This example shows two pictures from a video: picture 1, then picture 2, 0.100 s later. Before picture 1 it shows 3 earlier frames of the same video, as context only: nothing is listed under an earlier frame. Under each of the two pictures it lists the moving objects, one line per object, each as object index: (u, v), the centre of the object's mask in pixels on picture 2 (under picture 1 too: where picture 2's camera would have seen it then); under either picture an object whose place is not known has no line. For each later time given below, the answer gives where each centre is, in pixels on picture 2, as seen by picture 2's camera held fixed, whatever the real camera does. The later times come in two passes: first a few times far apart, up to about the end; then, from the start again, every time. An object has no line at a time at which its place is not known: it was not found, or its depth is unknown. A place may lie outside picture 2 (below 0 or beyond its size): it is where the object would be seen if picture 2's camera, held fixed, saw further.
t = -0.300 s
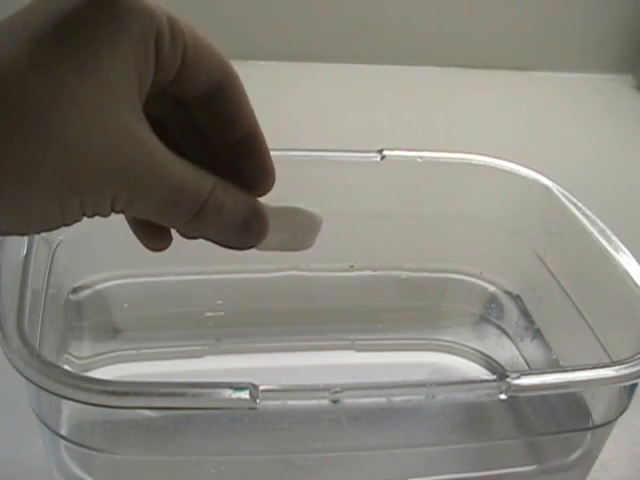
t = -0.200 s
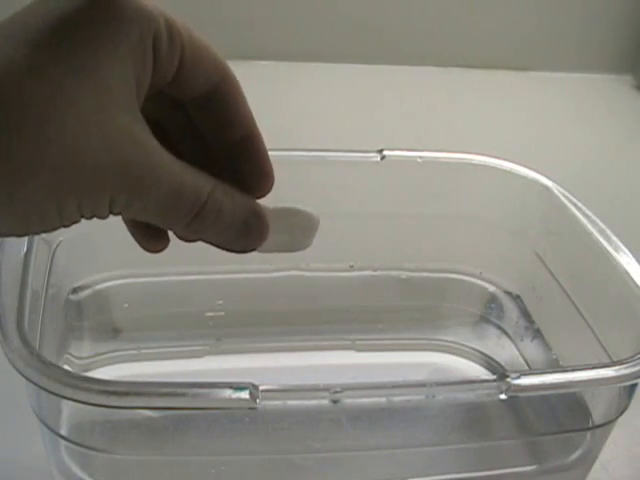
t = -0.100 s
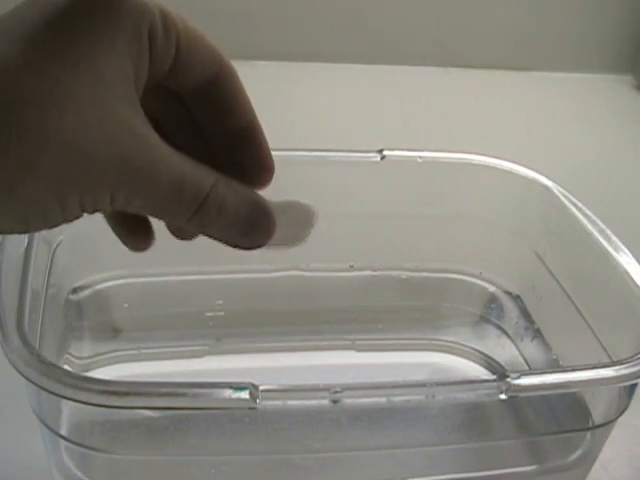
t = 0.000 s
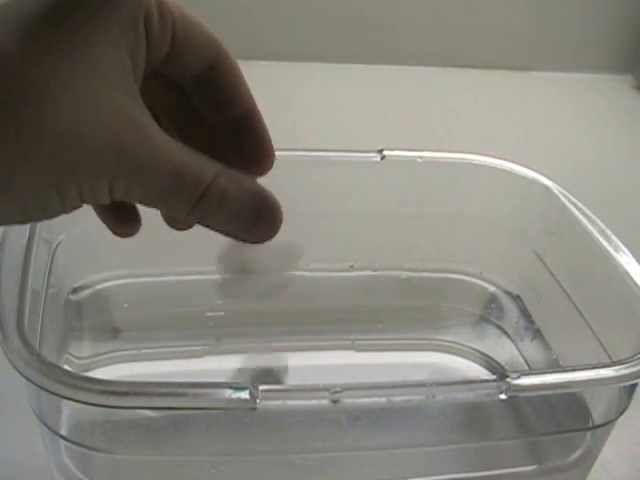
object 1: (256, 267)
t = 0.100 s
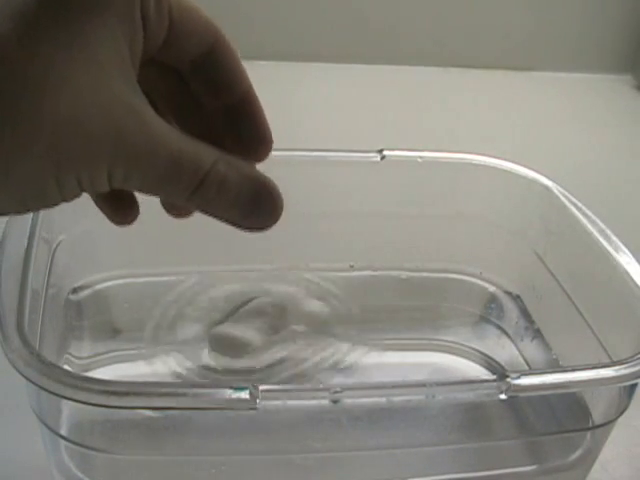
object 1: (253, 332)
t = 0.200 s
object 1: (247, 331)
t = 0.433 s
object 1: (246, 328)
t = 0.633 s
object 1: (246, 326)
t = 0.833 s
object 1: (245, 324)
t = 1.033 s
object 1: (245, 323)
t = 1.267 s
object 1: (244, 321)
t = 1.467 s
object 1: (243, 320)
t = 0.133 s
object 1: (270, 339)
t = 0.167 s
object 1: (248, 333)
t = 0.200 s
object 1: (247, 331)
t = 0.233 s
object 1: (247, 331)
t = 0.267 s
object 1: (247, 331)
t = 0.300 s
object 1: (247, 330)
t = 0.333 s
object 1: (247, 330)
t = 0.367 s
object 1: (247, 329)
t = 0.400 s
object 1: (246, 329)
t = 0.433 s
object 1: (246, 328)
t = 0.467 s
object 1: (246, 328)
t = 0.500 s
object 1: (246, 328)
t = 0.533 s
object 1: (246, 327)
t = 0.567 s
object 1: (246, 327)
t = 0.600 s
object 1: (246, 327)
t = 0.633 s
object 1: (246, 326)
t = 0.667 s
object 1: (246, 326)
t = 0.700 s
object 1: (245, 326)
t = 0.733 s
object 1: (245, 325)
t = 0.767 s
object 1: (246, 325)
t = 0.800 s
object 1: (245, 324)
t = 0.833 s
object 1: (245, 324)
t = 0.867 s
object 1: (245, 324)
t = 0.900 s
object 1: (245, 324)
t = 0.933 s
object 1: (246, 324)
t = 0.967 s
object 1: (245, 323)
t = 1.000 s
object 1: (245, 323)
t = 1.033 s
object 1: (245, 323)
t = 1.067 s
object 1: (245, 323)
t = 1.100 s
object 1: (245, 322)
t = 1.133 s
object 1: (245, 322)
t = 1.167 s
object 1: (244, 322)
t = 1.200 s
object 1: (244, 322)
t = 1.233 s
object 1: (244, 322)
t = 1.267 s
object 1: (244, 321)
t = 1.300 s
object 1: (244, 321)
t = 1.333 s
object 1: (243, 321)
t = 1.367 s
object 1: (244, 321)
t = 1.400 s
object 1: (244, 321)
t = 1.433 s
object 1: (244, 320)
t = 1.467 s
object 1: (243, 320)
